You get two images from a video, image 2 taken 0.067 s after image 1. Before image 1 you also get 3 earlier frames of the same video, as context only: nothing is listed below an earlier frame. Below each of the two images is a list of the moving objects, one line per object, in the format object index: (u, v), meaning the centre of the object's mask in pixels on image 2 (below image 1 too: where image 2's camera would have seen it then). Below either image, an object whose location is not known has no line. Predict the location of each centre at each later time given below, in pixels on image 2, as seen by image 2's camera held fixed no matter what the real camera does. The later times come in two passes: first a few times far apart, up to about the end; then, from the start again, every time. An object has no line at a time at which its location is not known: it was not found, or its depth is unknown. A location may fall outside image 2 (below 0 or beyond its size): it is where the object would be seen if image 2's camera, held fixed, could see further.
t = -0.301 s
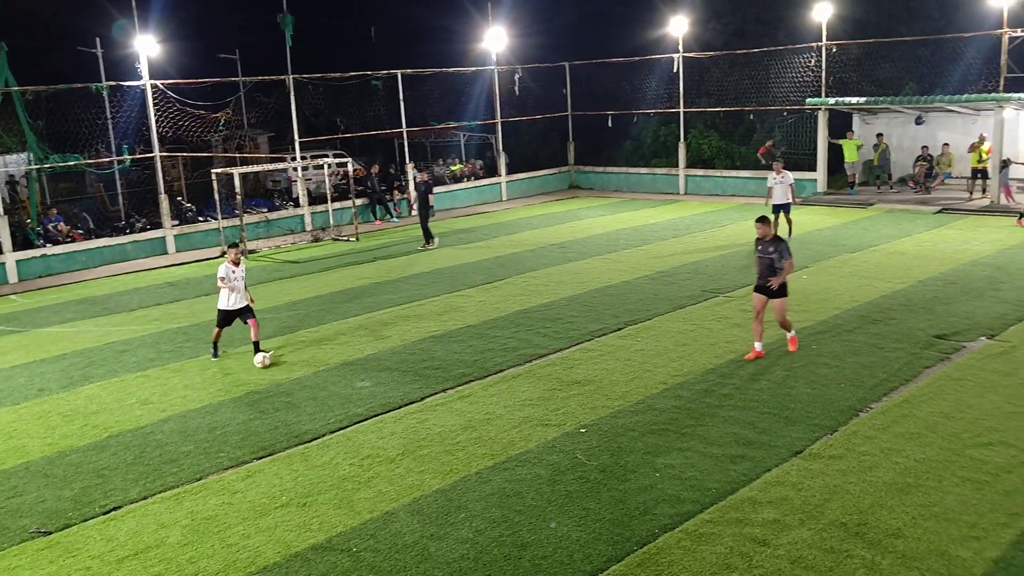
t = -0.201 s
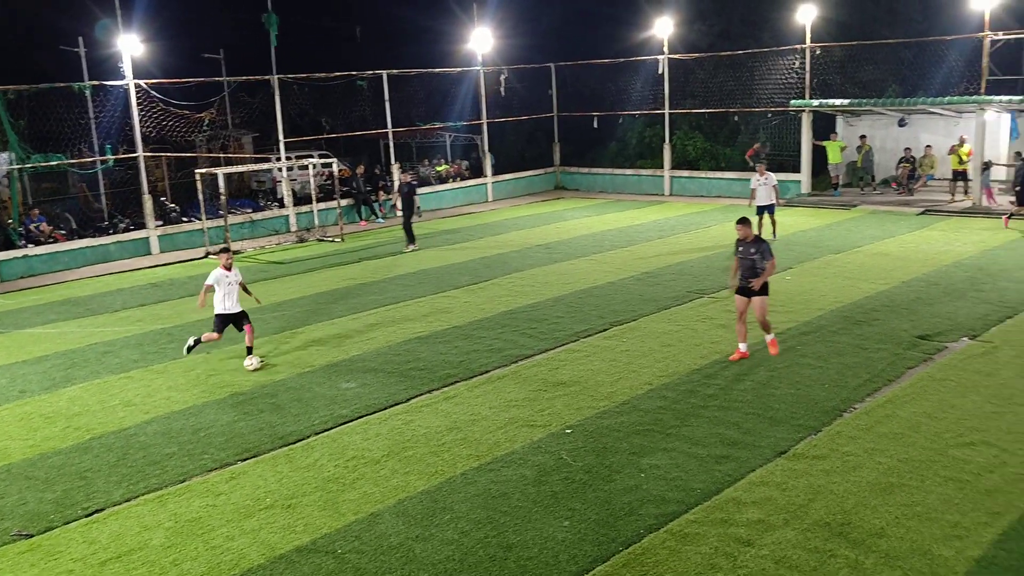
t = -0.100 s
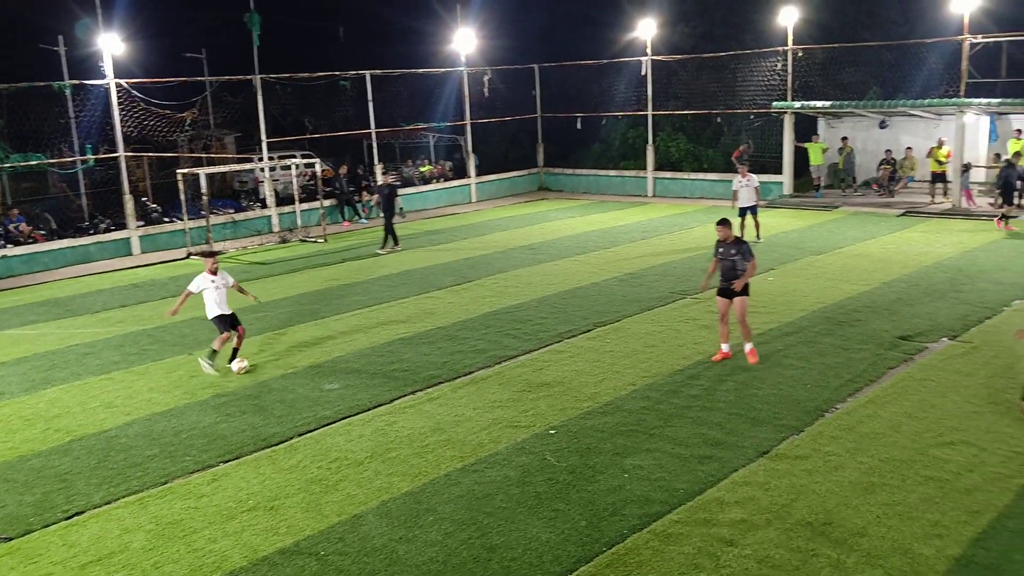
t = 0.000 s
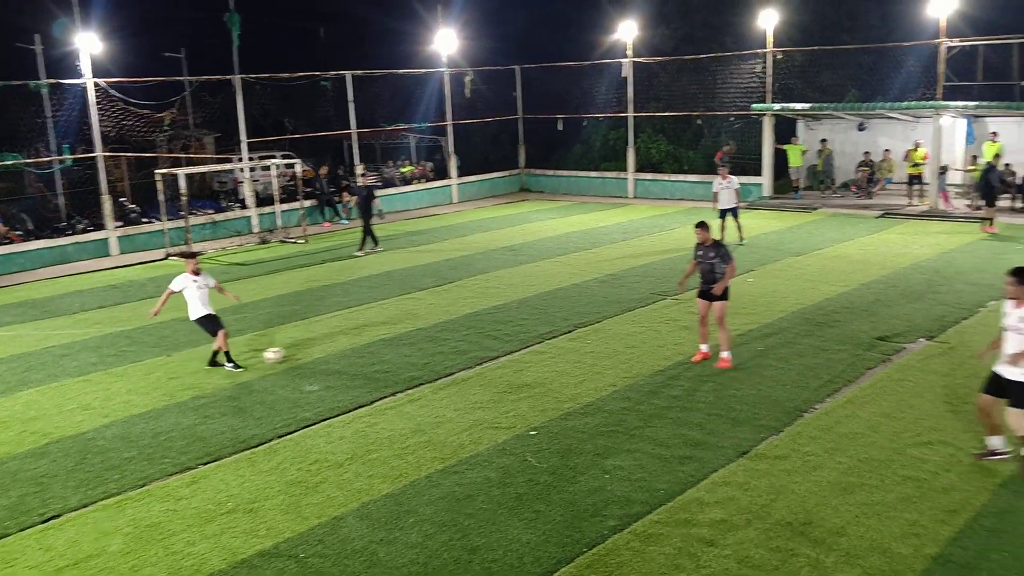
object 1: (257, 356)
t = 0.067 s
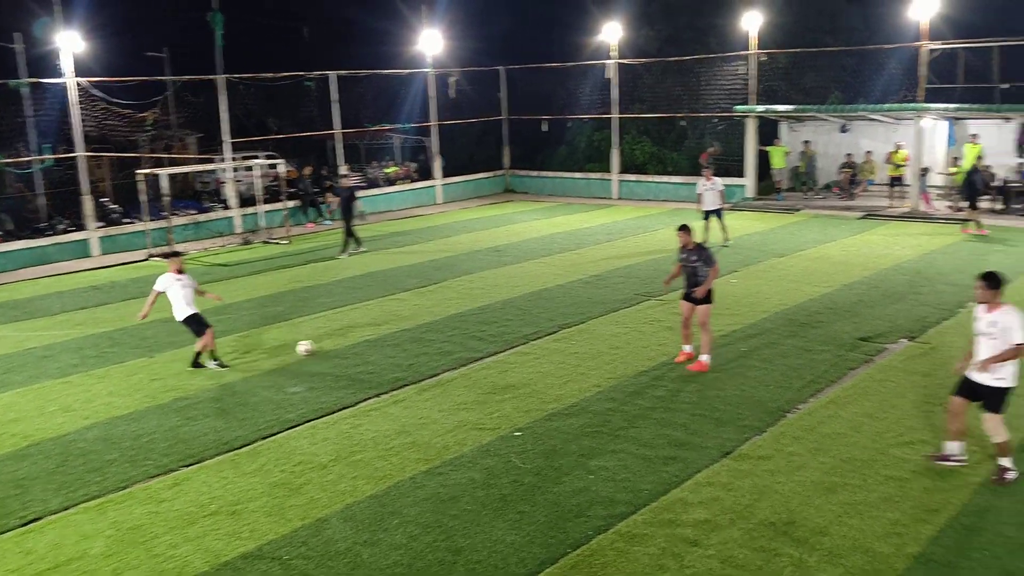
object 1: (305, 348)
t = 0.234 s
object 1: (408, 327)
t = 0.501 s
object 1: (534, 302)
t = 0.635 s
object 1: (584, 292)
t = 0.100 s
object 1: (327, 343)
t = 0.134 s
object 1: (348, 338)
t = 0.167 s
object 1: (369, 334)
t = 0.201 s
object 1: (388, 331)
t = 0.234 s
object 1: (408, 327)
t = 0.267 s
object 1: (426, 323)
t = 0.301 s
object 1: (443, 319)
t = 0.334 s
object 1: (460, 316)
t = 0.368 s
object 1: (475, 313)
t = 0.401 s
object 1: (491, 310)
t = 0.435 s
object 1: (506, 307)
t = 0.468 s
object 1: (520, 304)
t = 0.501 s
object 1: (534, 302)
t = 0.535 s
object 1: (547, 300)
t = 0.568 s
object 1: (560, 298)
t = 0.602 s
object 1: (572, 295)
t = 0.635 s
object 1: (584, 292)
